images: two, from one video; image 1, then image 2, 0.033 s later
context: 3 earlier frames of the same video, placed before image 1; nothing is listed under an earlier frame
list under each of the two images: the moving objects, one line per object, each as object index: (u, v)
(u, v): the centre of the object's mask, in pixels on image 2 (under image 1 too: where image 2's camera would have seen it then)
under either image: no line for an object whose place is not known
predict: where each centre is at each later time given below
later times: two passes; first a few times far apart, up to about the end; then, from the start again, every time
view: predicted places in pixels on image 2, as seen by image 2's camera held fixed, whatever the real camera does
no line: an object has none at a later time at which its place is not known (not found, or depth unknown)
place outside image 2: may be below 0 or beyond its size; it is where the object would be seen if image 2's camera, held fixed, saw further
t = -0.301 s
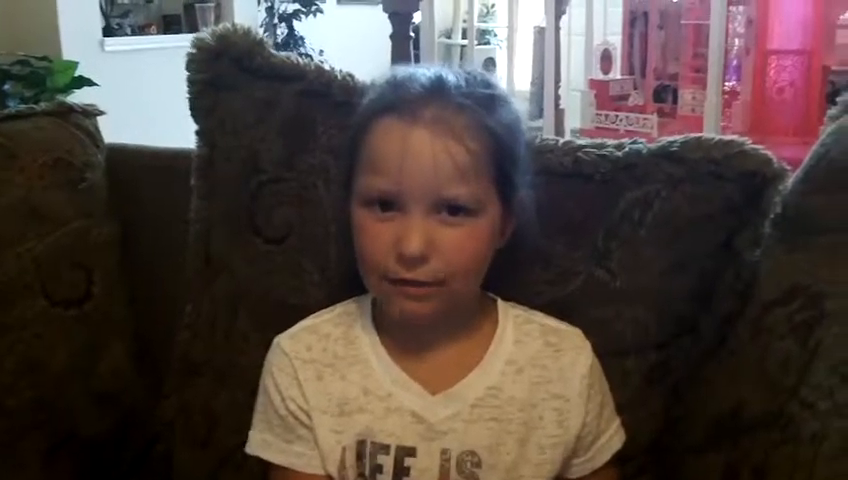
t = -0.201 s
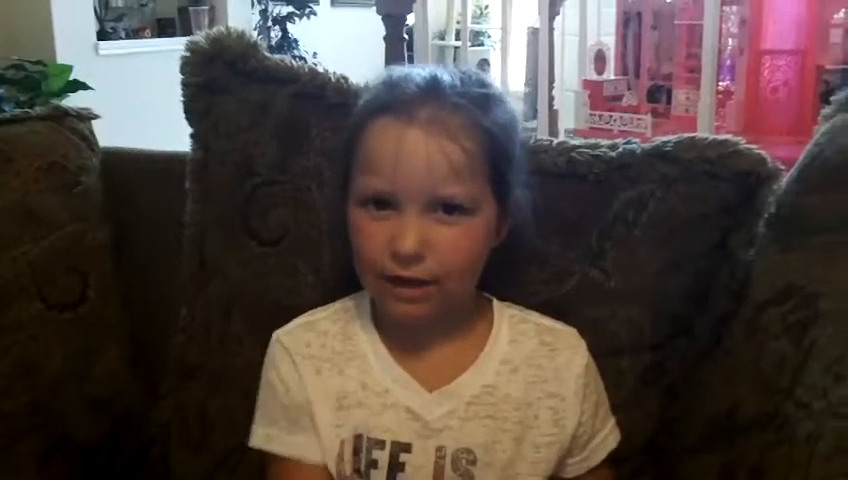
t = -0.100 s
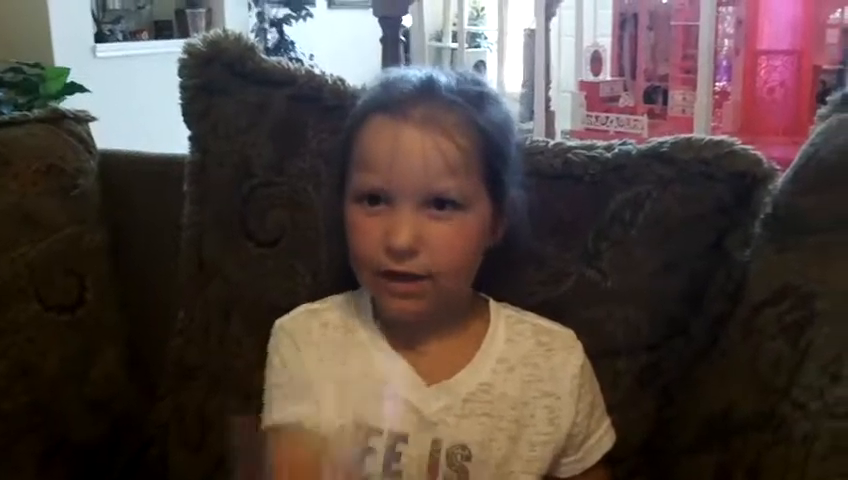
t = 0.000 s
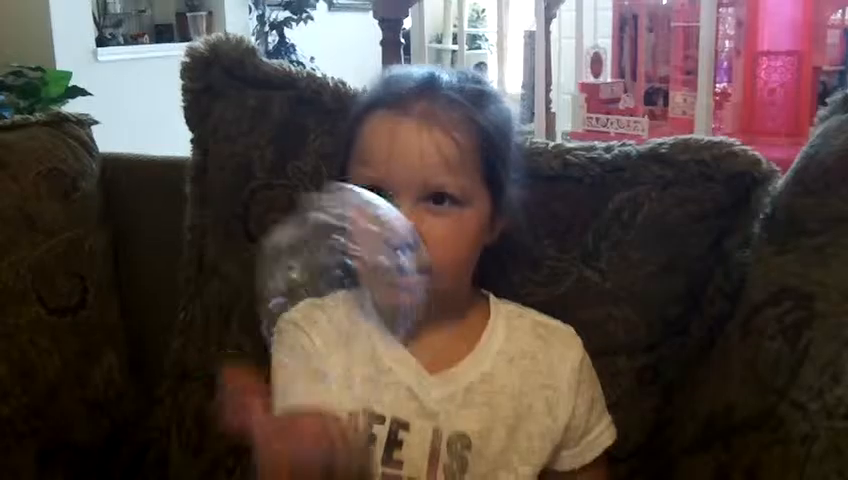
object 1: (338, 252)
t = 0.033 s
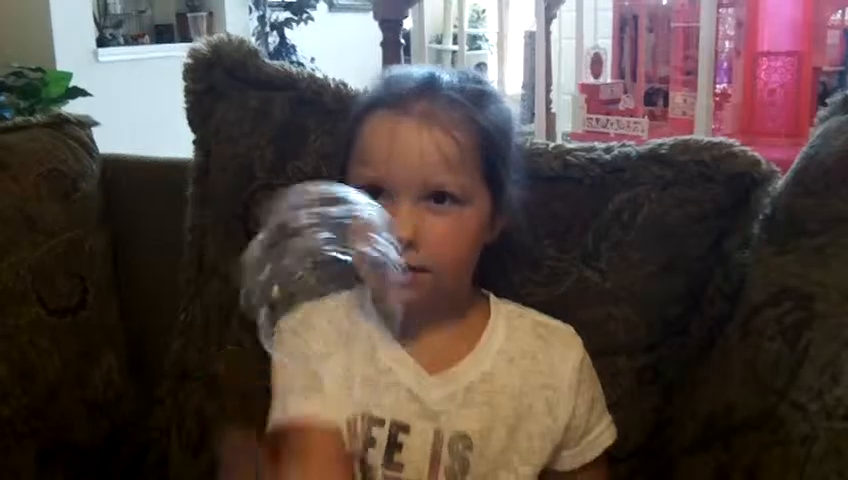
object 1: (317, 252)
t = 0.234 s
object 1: (261, 296)
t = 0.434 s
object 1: (197, 380)
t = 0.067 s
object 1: (304, 257)
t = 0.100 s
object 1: (291, 261)
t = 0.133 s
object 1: (280, 267)
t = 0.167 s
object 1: (274, 275)
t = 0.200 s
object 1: (268, 285)
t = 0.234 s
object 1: (261, 296)
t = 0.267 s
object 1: (251, 308)
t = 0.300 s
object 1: (241, 322)
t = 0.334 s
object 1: (229, 336)
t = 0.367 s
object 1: (215, 350)
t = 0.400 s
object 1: (205, 363)
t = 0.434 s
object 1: (197, 380)
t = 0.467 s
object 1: (191, 393)
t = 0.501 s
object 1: (187, 405)
